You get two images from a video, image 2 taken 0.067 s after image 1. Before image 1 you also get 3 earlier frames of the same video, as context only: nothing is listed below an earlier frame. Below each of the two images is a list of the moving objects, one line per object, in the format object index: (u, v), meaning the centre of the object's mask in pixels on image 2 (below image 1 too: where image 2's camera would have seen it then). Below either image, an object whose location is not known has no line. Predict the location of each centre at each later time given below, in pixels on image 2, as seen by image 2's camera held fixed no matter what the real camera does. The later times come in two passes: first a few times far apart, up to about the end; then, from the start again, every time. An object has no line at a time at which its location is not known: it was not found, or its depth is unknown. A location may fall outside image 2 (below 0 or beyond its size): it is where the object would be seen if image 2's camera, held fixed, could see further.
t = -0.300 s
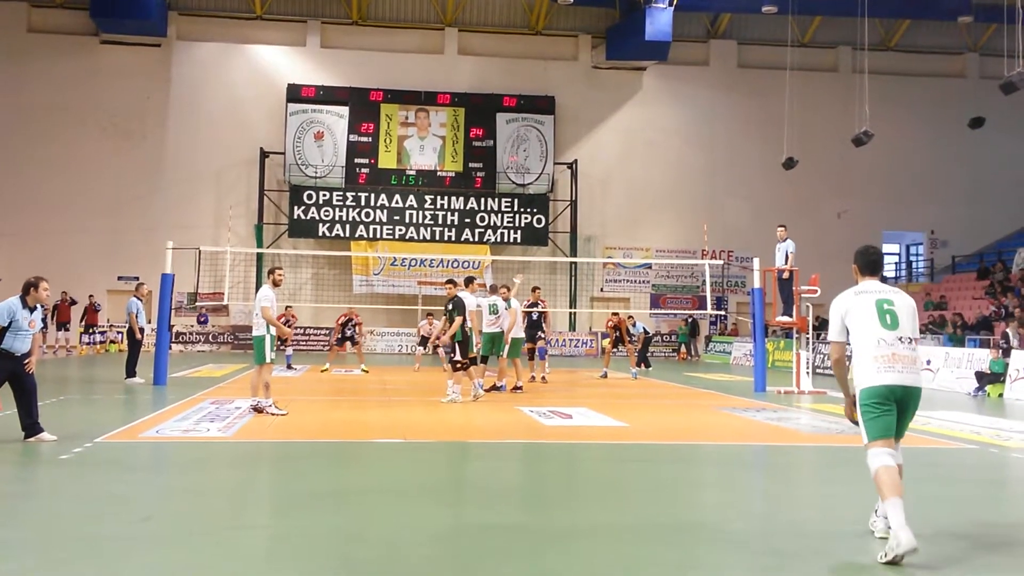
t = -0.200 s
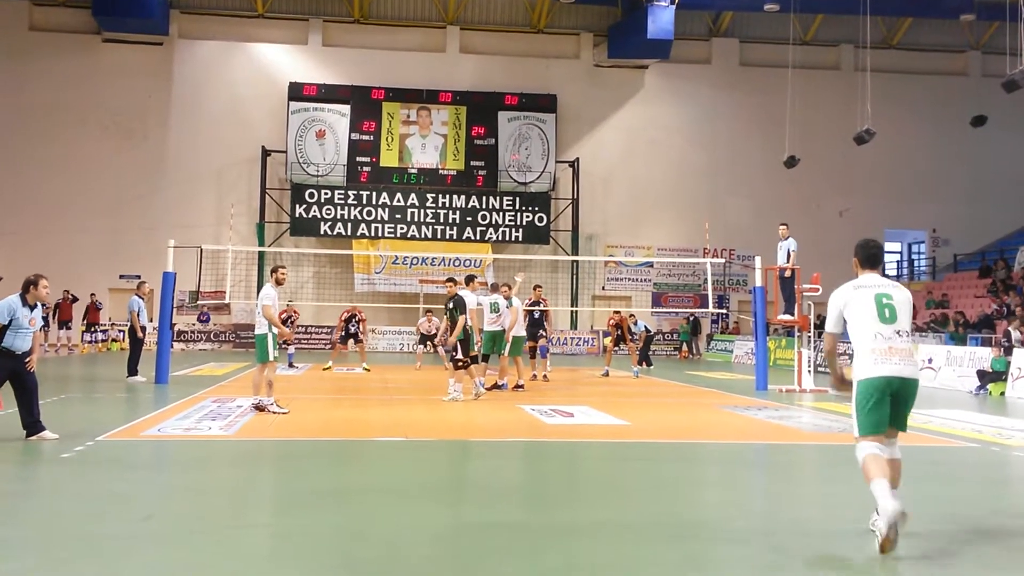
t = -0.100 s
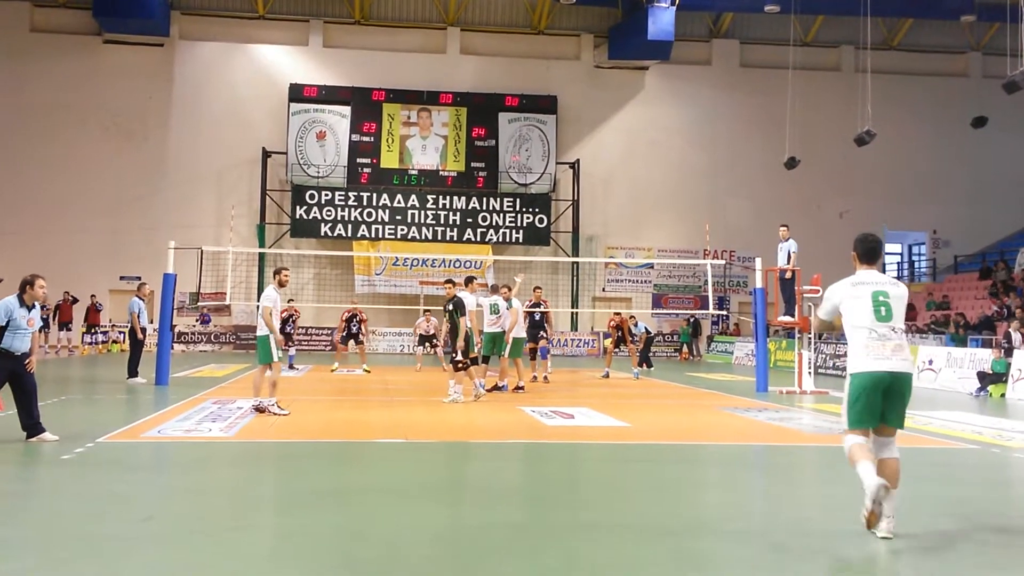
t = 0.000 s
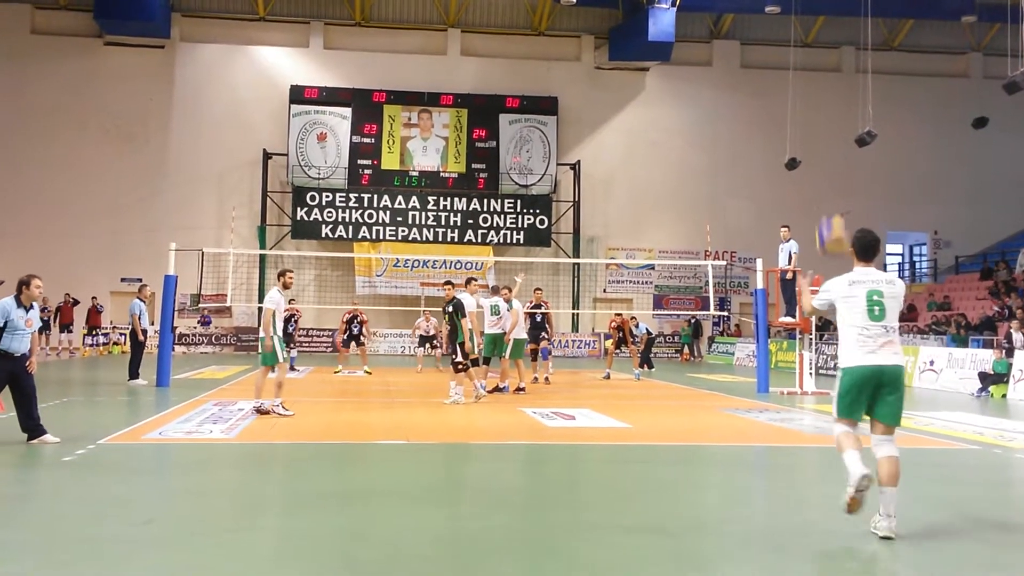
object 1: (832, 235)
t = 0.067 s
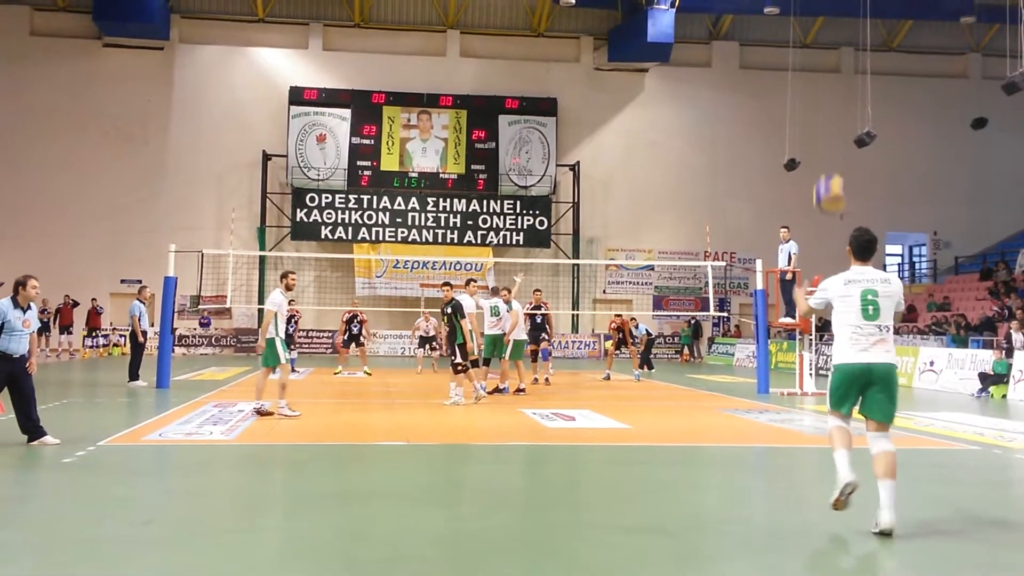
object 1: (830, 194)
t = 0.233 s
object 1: (824, 115)
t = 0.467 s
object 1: (817, 76)
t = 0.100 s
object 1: (828, 175)
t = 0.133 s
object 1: (826, 156)
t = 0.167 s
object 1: (825, 140)
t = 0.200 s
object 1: (825, 126)
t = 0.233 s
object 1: (824, 115)
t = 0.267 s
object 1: (823, 105)
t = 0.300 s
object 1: (822, 96)
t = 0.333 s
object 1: (821, 89)
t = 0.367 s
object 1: (820, 83)
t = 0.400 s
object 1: (819, 79)
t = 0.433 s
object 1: (818, 77)
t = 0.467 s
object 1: (817, 76)
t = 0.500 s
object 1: (816, 76)
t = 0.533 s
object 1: (815, 77)
